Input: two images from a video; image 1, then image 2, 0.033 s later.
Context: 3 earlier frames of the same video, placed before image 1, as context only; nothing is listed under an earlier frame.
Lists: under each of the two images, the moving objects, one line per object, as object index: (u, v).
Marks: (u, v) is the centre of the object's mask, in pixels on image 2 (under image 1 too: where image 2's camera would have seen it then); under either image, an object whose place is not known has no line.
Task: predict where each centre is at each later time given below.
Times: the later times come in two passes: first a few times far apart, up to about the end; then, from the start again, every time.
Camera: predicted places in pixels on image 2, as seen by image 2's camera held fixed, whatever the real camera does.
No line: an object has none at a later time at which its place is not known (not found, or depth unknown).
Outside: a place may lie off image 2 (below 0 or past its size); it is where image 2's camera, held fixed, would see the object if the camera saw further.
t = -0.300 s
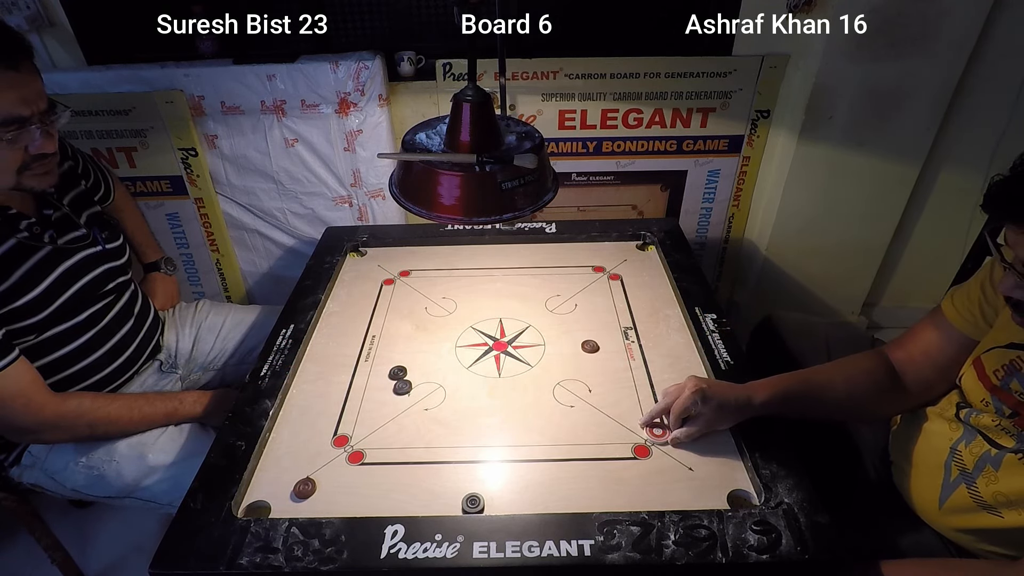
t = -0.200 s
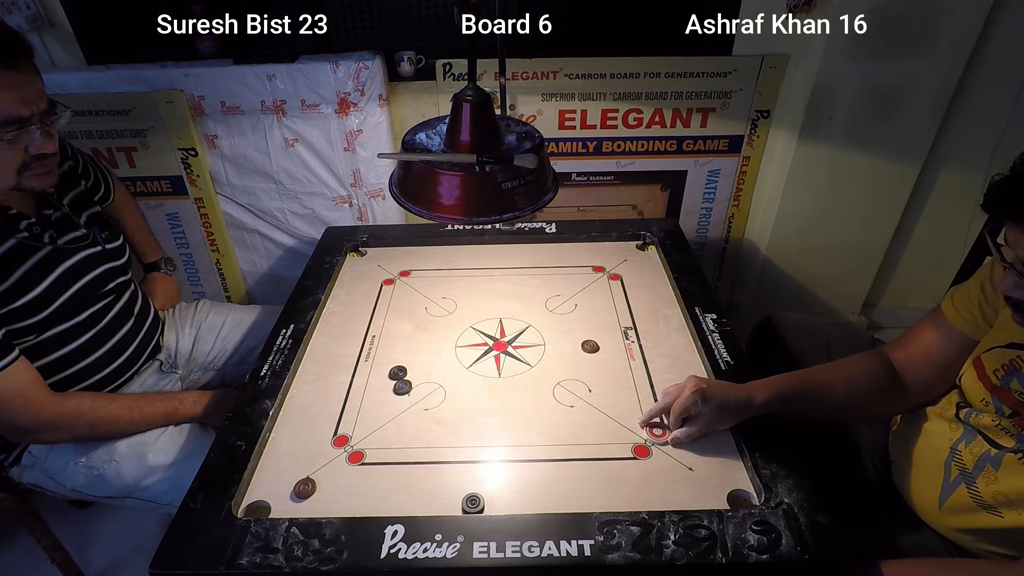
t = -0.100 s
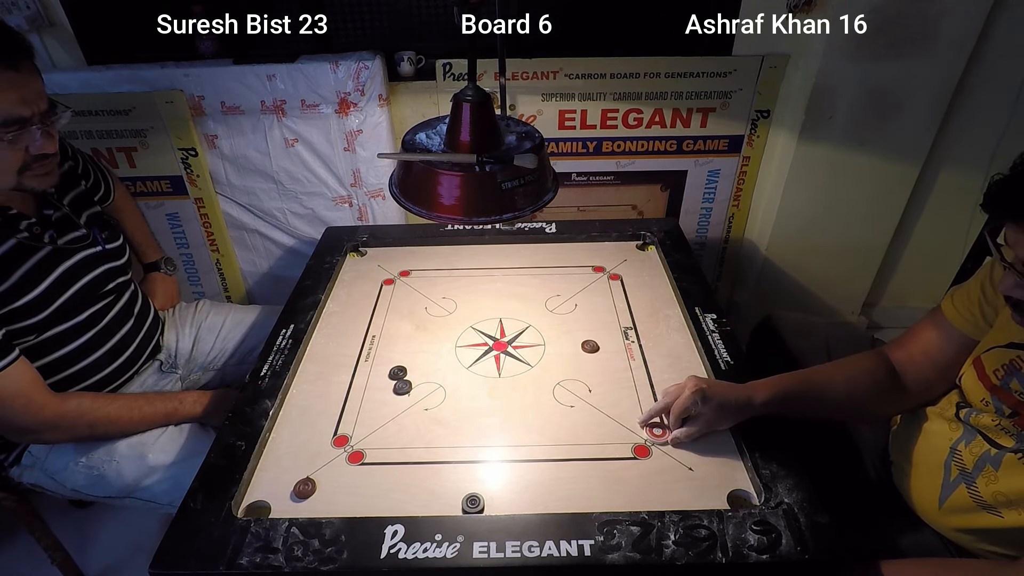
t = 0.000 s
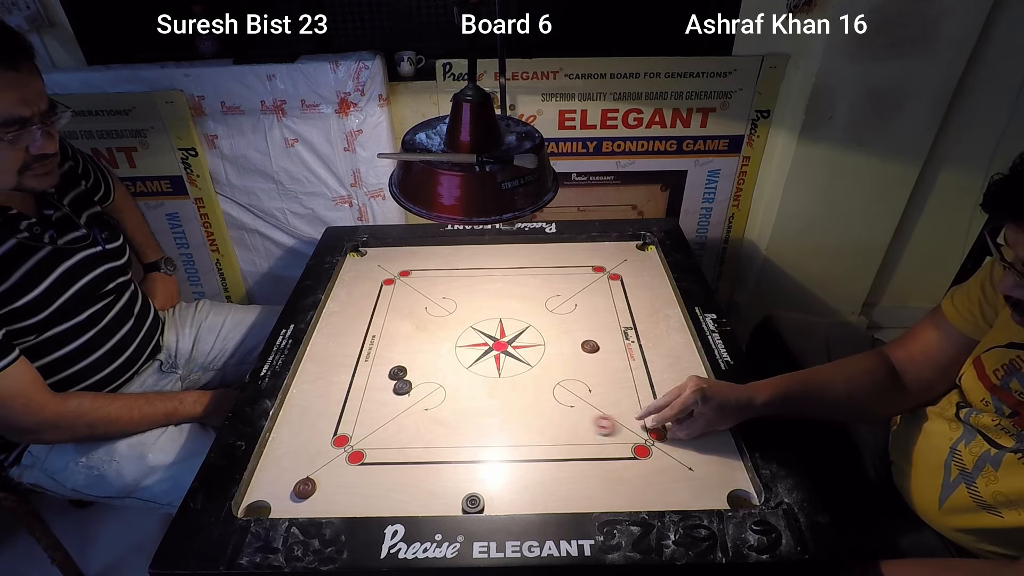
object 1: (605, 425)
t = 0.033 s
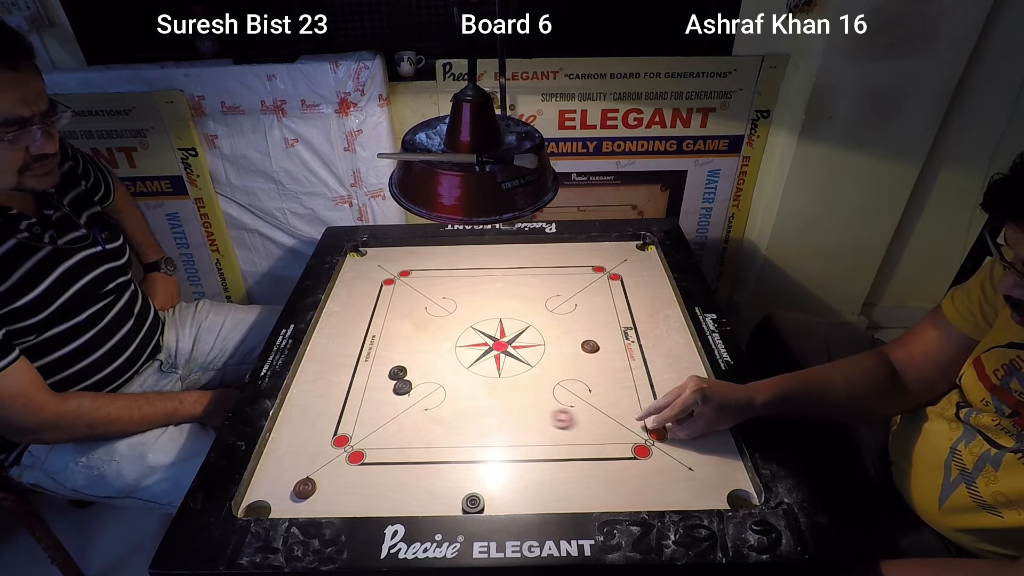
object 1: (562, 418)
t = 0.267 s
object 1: (361, 395)
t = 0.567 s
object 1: (309, 367)
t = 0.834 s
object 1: (316, 363)
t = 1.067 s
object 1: (316, 363)
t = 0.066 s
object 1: (523, 412)
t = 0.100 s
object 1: (484, 406)
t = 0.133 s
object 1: (448, 400)
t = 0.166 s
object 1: (416, 395)
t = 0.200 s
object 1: (397, 395)
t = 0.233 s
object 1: (378, 395)
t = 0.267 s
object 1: (361, 395)
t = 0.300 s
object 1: (345, 394)
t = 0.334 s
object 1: (333, 393)
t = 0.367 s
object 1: (328, 388)
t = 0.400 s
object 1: (323, 383)
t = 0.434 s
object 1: (320, 379)
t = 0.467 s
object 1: (317, 376)
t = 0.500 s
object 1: (313, 372)
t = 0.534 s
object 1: (311, 370)
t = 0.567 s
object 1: (309, 367)
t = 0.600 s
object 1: (310, 366)
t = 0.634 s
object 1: (312, 365)
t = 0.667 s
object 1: (314, 364)
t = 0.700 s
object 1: (315, 363)
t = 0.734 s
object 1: (315, 363)
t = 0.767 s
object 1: (316, 363)
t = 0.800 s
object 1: (316, 363)
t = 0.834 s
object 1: (316, 363)
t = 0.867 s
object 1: (316, 363)
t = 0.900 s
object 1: (316, 363)
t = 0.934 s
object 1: (316, 363)
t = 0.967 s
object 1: (316, 363)
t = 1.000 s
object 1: (316, 363)
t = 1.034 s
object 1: (316, 363)
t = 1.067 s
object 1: (316, 363)
